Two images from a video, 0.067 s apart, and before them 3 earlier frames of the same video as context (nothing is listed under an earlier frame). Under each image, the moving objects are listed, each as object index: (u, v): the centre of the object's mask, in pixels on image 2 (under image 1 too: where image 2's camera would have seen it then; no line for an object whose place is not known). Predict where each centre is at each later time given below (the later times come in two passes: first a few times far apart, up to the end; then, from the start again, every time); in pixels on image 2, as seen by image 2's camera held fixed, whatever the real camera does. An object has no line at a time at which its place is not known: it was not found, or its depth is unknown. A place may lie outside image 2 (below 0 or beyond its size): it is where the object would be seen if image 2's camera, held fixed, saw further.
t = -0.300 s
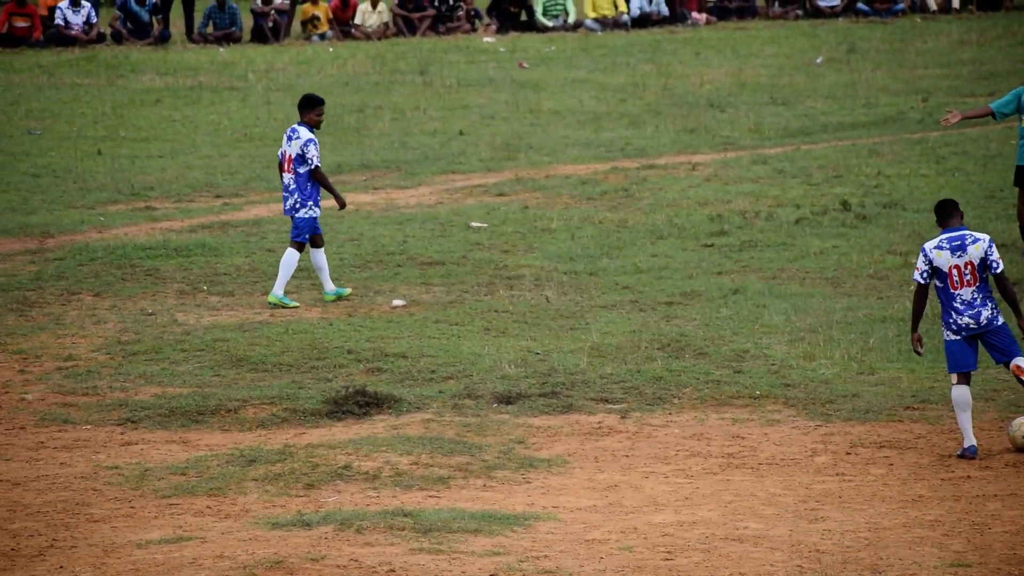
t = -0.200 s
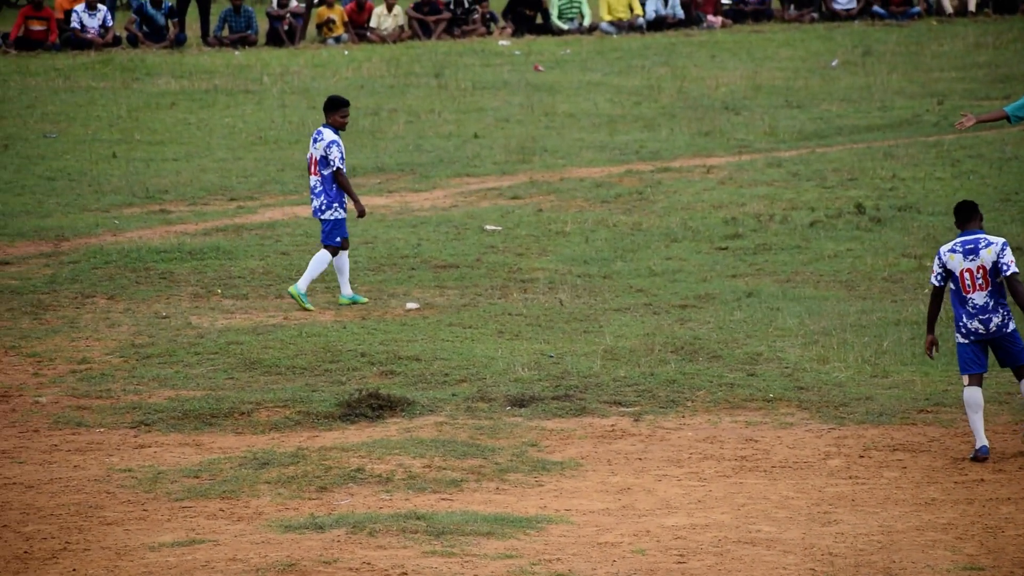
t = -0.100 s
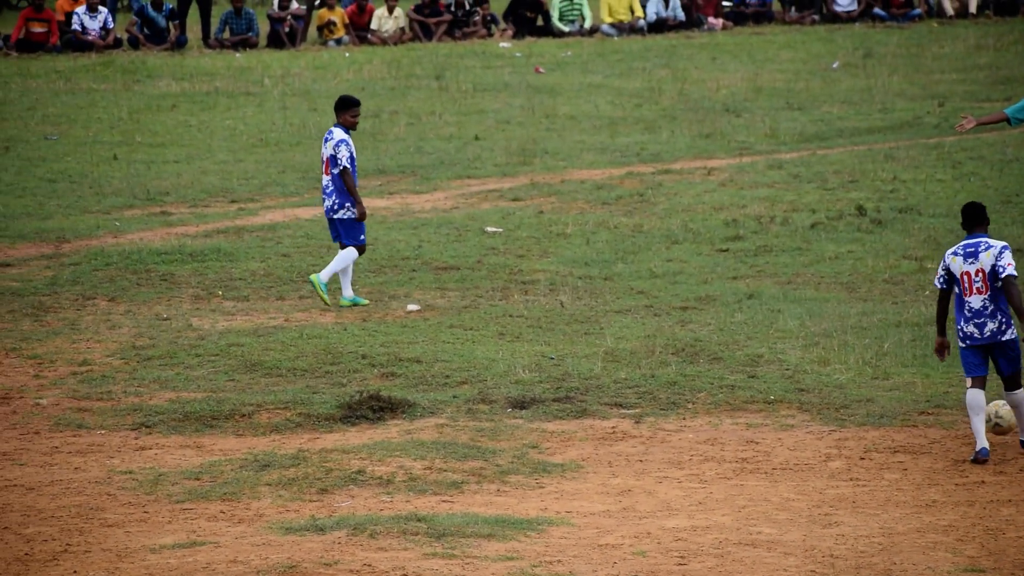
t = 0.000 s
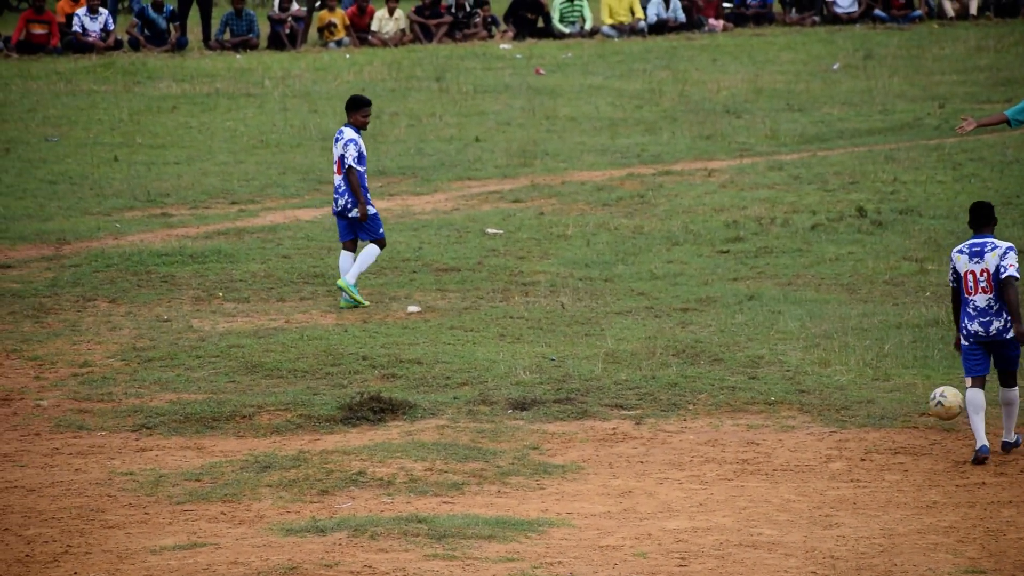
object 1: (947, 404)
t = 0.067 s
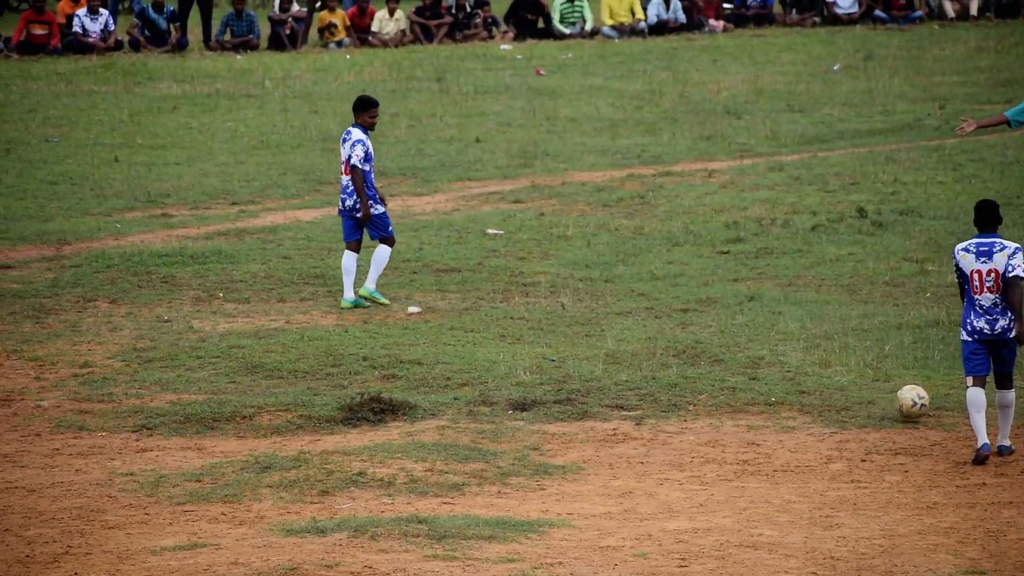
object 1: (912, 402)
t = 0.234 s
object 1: (841, 379)
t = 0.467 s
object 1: (765, 360)
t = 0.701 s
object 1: (703, 343)
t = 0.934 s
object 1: (645, 331)
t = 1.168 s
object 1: (589, 320)
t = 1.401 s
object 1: (535, 309)
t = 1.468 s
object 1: (522, 304)
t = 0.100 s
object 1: (896, 400)
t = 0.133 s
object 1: (882, 392)
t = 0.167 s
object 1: (868, 386)
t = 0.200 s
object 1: (854, 382)
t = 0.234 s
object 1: (841, 379)
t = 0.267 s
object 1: (827, 379)
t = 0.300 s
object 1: (815, 376)
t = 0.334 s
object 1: (805, 370)
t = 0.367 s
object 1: (795, 365)
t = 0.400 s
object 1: (785, 362)
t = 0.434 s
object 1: (775, 361)
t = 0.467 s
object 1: (765, 360)
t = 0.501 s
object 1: (756, 361)
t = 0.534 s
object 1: (747, 355)
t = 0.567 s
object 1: (737, 352)
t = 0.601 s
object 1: (729, 351)
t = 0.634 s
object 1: (721, 349)
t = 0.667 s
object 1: (712, 347)
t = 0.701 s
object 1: (703, 343)
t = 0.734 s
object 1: (694, 338)
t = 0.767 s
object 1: (686, 334)
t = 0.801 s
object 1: (678, 331)
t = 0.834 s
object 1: (670, 331)
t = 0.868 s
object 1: (661, 333)
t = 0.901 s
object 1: (653, 334)
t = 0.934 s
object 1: (645, 331)
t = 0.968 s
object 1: (637, 328)
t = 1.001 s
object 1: (628, 328)
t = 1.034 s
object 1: (620, 329)
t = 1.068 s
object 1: (612, 325)
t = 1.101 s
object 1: (604, 322)
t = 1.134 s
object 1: (597, 320)
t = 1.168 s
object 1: (589, 320)
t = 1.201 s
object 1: (581, 321)
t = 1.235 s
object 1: (573, 318)
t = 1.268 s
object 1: (566, 315)
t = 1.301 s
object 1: (558, 312)
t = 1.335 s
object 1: (550, 312)
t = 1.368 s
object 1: (543, 313)
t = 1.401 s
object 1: (535, 309)
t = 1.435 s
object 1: (528, 306)
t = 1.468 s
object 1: (522, 304)
